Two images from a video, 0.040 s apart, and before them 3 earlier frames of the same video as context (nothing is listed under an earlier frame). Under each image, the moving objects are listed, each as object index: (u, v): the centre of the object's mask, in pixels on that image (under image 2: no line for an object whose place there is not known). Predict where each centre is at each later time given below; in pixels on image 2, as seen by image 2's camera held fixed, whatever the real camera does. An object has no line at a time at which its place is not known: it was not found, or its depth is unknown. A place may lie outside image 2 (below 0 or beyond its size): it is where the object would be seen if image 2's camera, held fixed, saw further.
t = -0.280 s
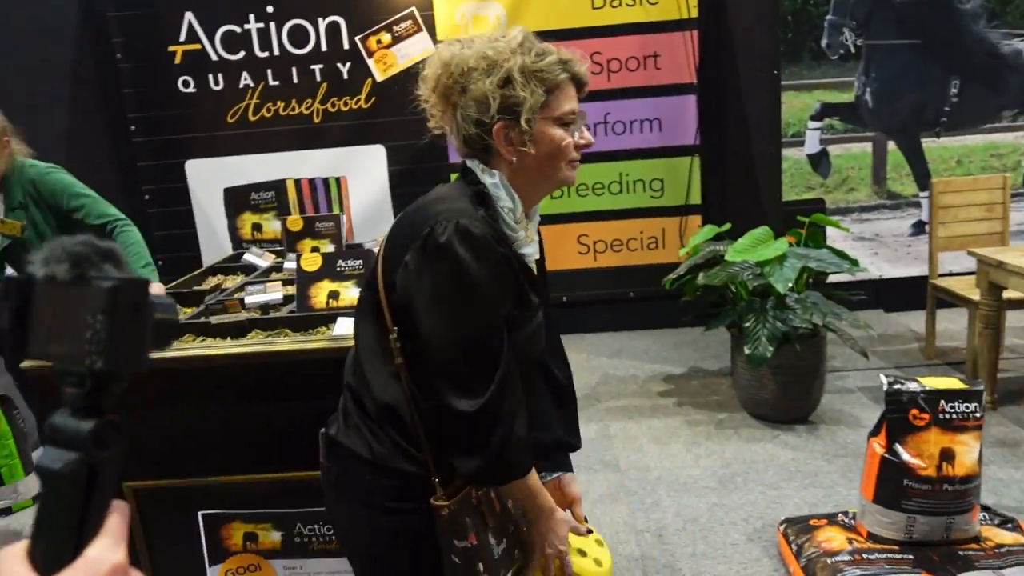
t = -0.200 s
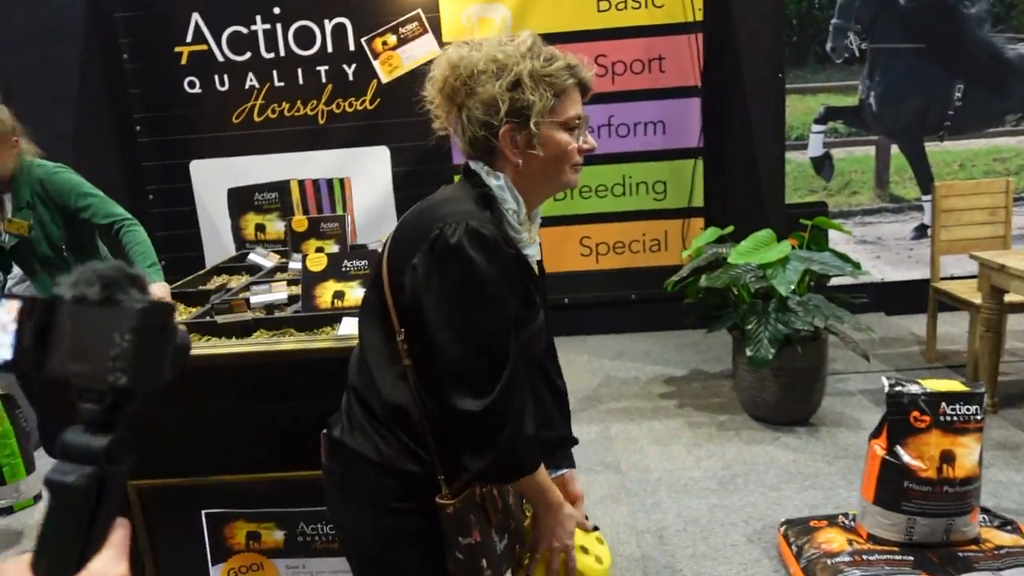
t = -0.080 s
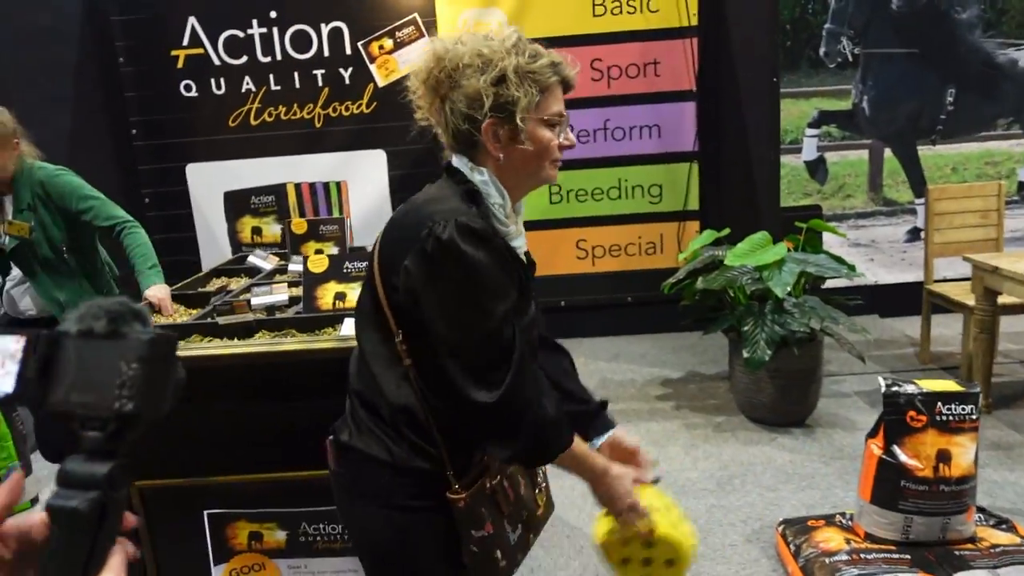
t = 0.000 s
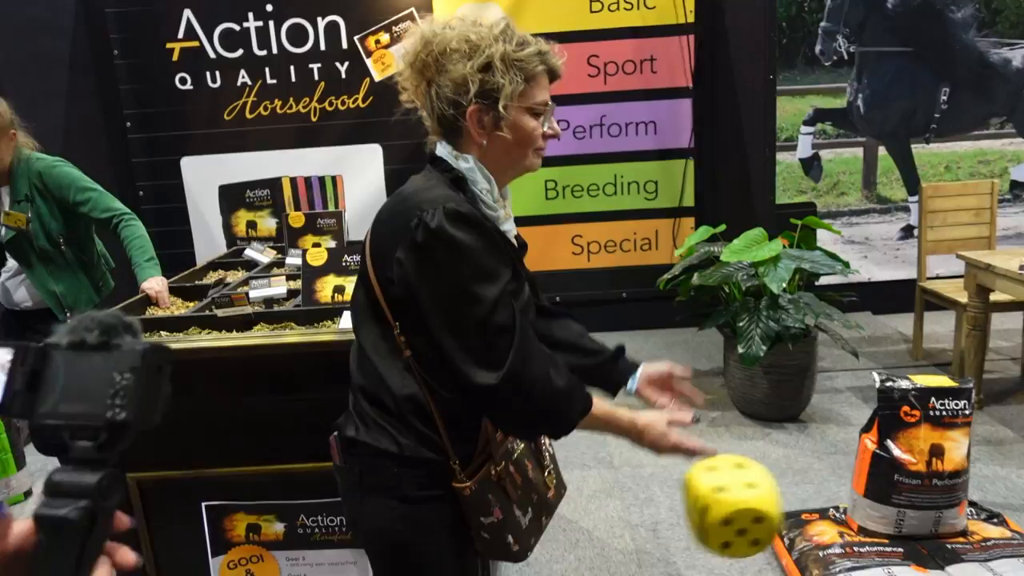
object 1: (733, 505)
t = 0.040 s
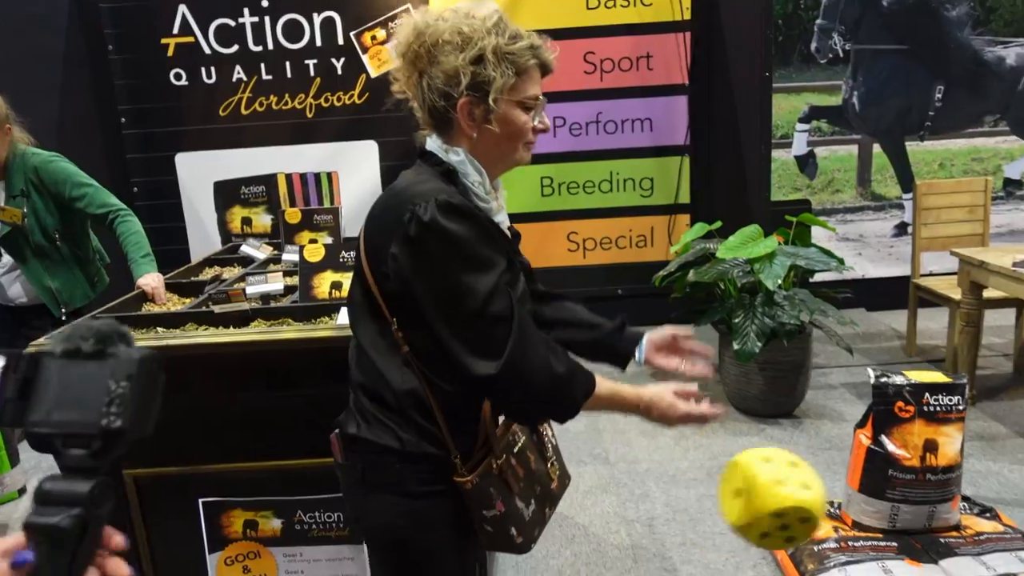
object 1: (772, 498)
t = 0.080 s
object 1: (813, 503)
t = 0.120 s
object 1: (856, 515)
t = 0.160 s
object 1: (897, 534)
